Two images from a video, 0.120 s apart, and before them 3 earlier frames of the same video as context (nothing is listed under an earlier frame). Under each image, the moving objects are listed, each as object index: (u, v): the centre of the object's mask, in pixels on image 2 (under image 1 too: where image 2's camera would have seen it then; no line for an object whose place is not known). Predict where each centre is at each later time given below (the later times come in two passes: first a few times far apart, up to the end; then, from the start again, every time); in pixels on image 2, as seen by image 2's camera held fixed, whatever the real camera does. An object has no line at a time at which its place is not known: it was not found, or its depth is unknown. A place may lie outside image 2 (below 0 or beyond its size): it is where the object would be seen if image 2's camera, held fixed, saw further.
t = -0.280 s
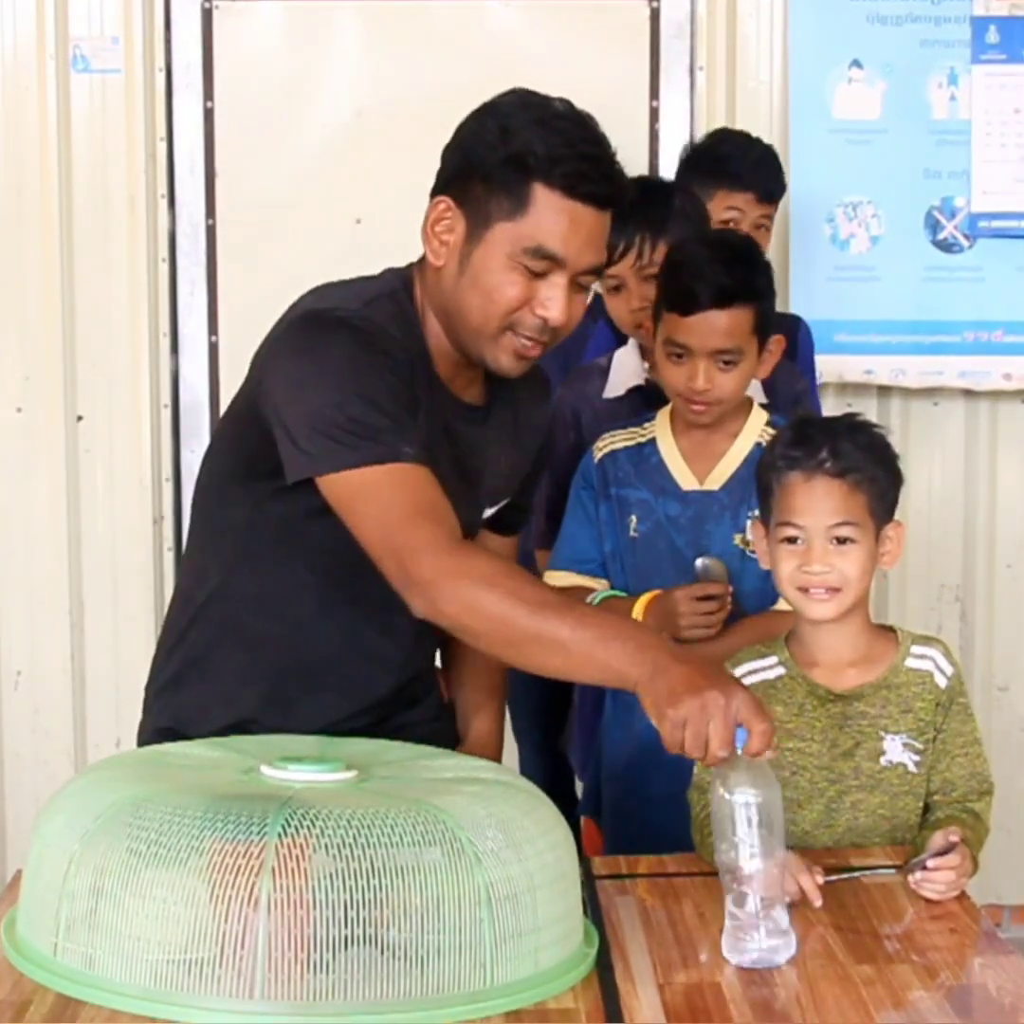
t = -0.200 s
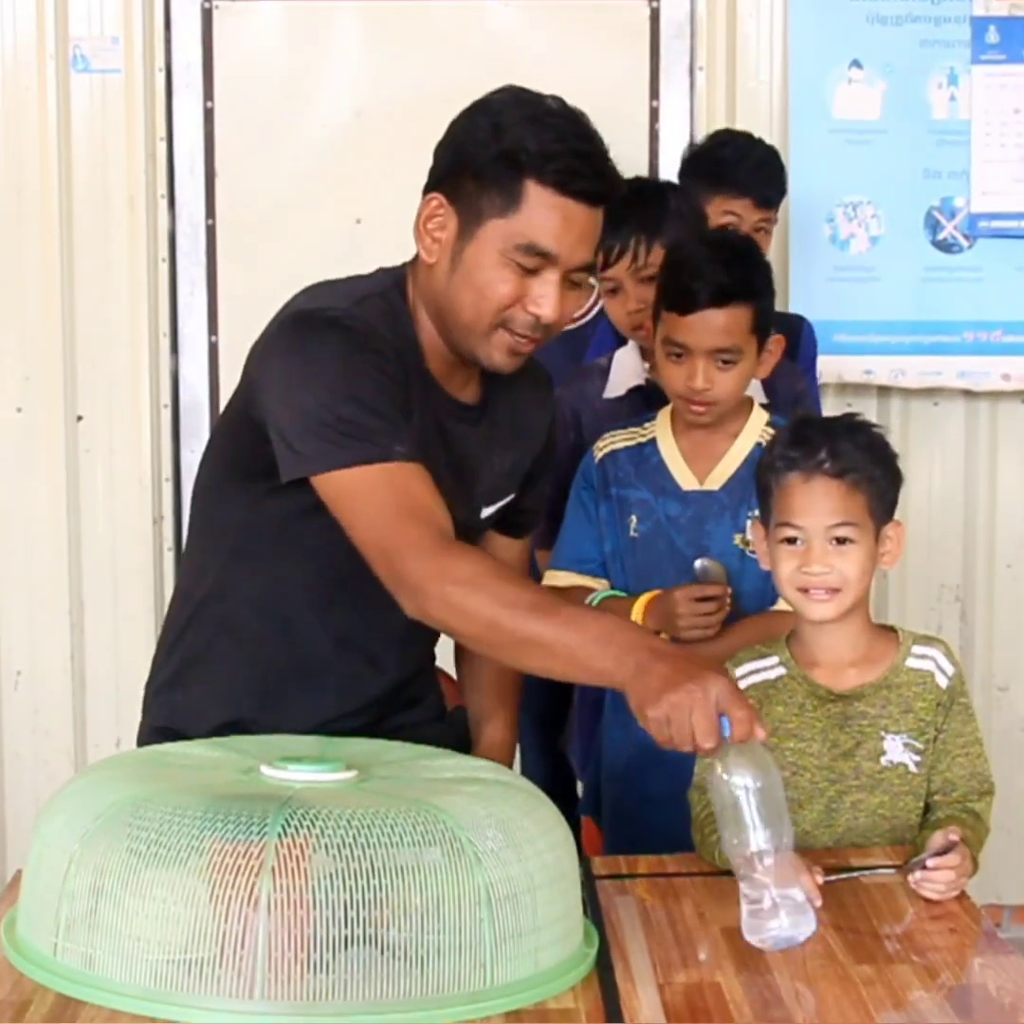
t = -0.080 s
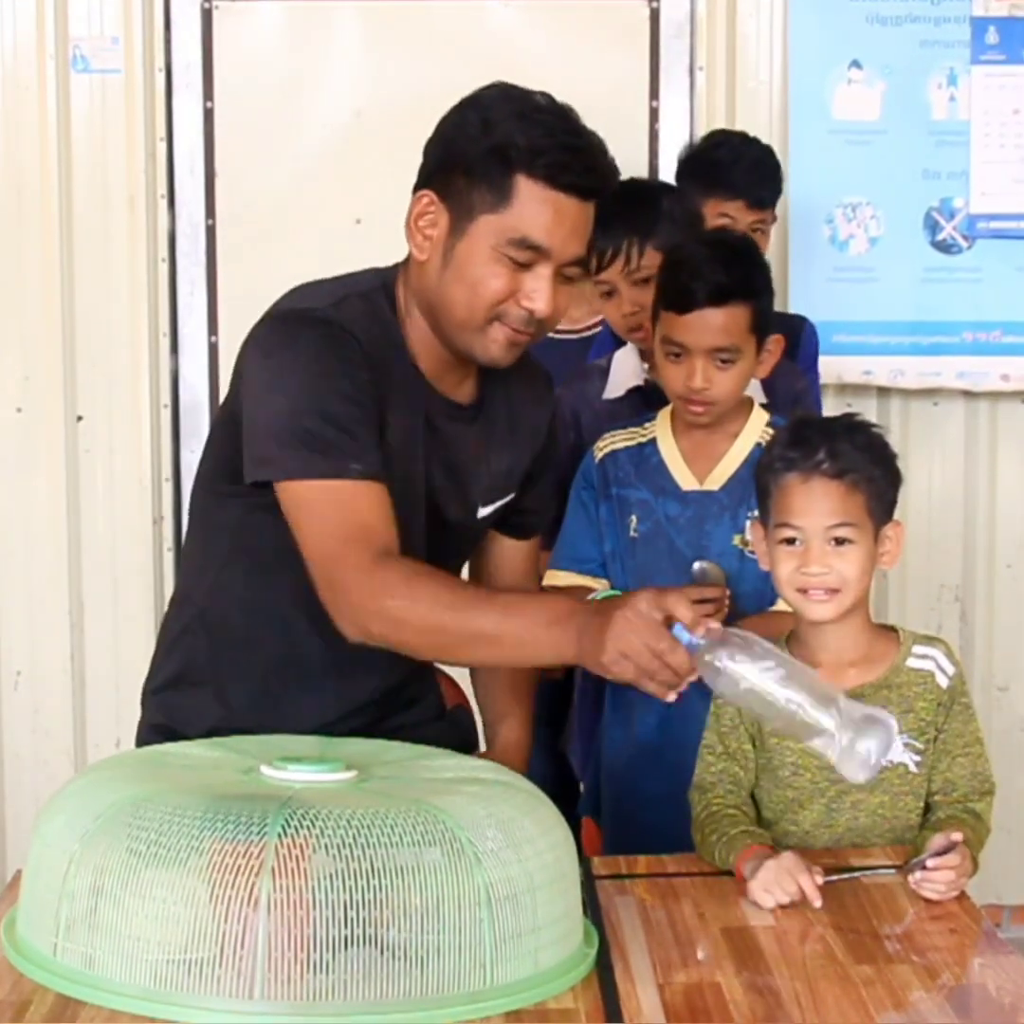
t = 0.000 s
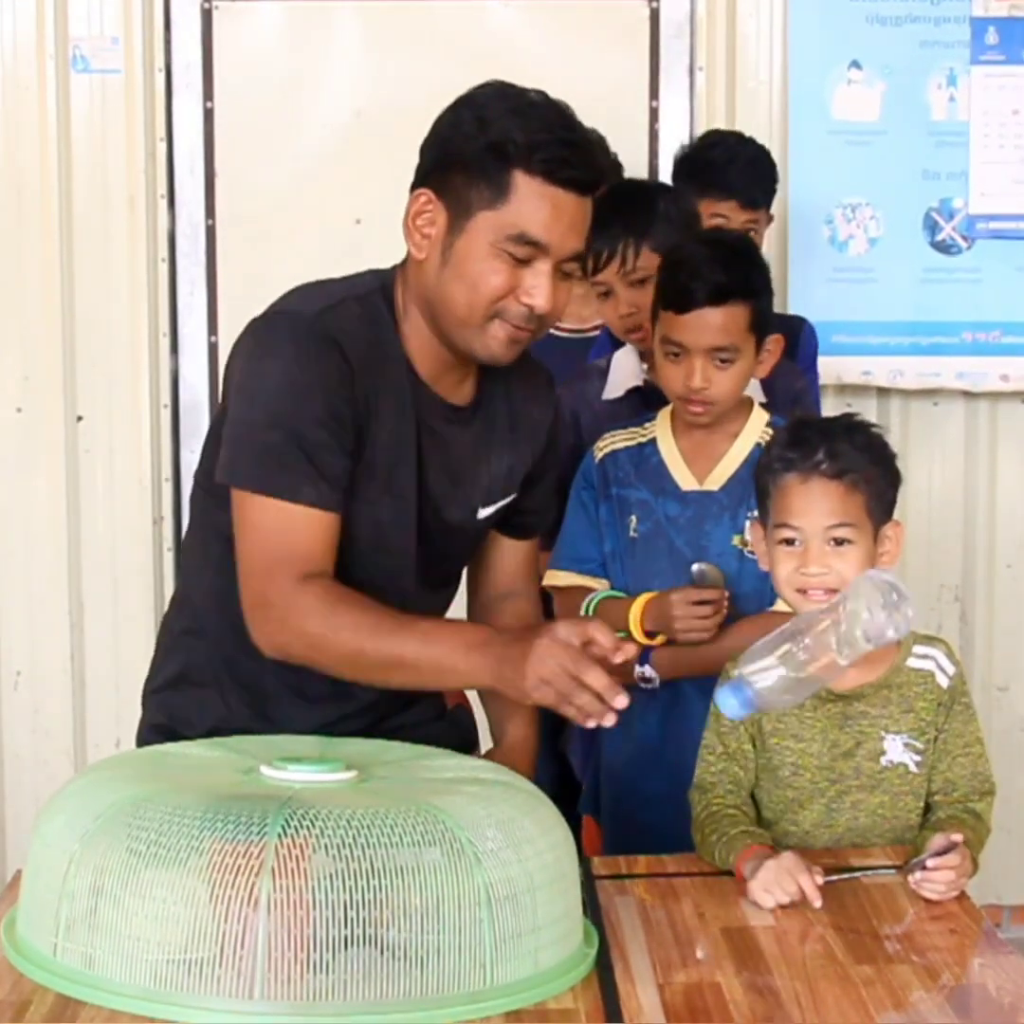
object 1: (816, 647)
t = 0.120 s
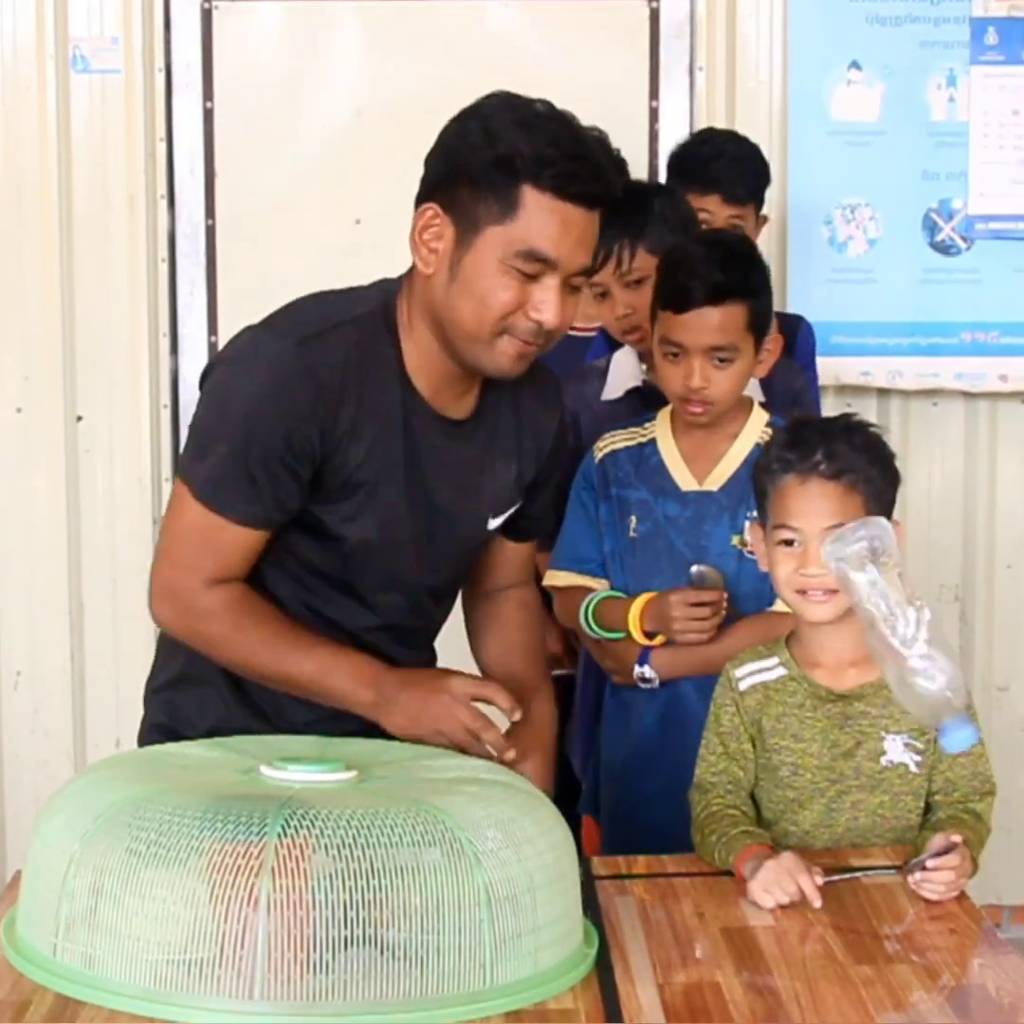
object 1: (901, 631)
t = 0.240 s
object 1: (924, 710)
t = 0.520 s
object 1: (917, 963)
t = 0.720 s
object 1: (889, 981)
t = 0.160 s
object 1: (923, 642)
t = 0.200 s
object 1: (926, 663)
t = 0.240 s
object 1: (924, 710)
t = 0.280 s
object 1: (926, 781)
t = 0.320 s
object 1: (929, 873)
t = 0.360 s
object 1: (929, 930)
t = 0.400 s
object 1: (921, 951)
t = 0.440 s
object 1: (918, 955)
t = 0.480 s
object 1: (918, 959)
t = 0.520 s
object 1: (917, 963)
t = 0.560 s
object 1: (914, 968)
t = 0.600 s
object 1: (910, 972)
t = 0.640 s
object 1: (903, 975)
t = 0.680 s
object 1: (897, 978)
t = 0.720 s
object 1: (889, 981)
